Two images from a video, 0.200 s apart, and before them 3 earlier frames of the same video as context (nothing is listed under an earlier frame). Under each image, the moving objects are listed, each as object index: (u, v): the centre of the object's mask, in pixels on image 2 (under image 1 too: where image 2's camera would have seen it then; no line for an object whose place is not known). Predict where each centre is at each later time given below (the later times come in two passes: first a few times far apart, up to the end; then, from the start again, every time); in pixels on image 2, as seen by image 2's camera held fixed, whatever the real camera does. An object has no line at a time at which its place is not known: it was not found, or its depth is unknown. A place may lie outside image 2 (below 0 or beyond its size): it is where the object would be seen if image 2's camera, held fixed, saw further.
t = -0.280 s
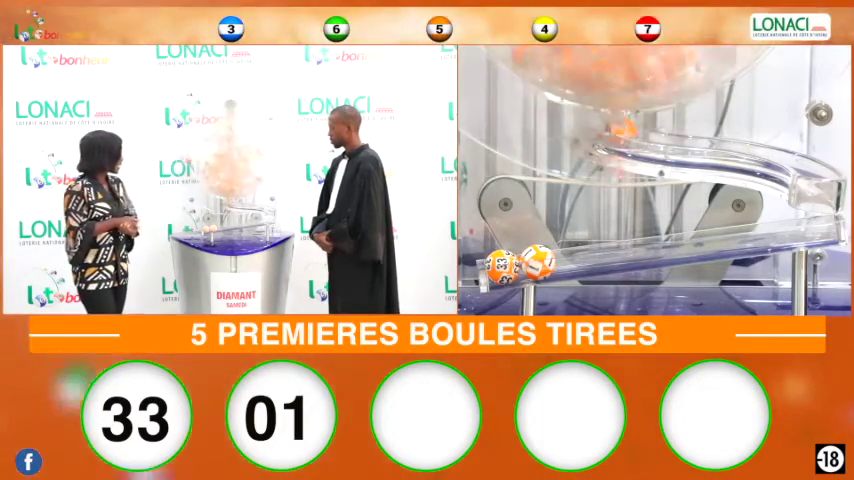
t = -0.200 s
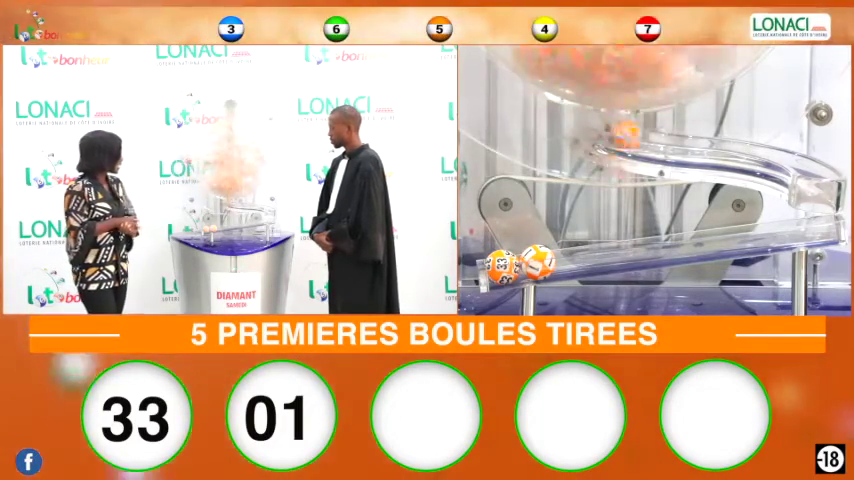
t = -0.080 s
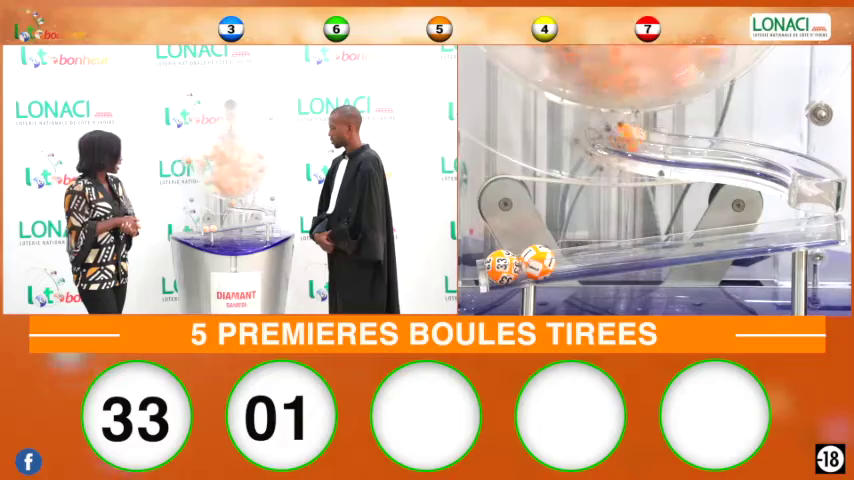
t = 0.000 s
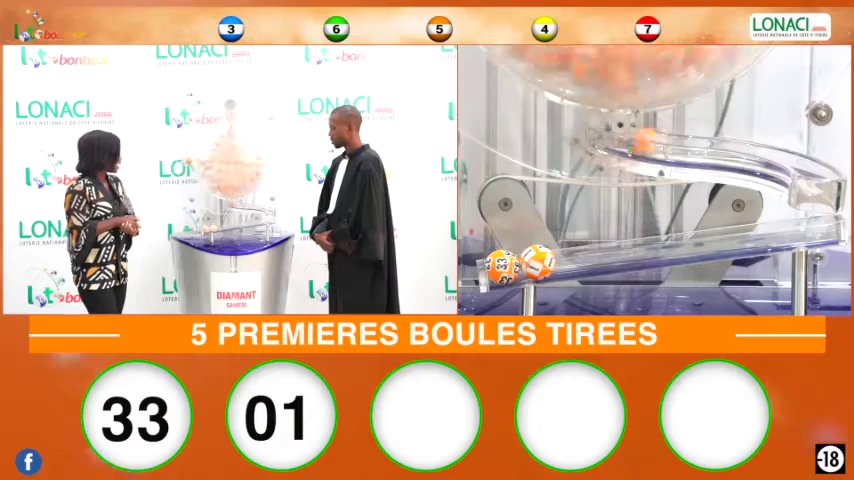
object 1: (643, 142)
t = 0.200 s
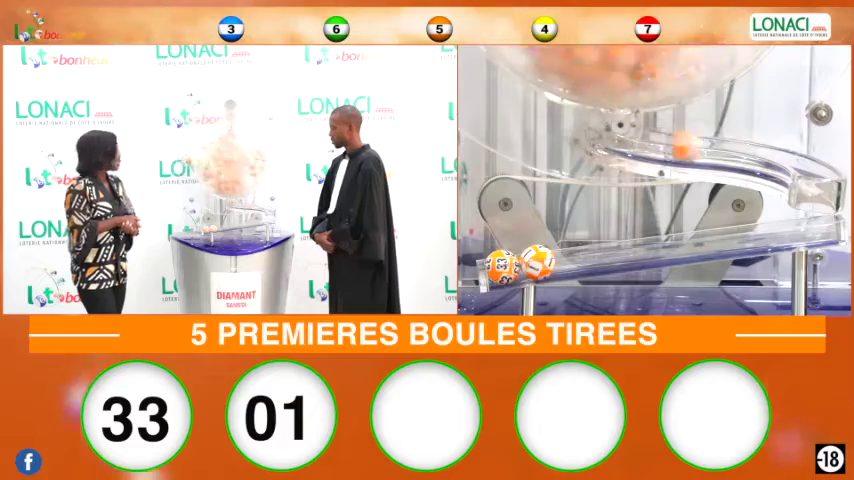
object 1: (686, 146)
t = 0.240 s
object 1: (696, 149)
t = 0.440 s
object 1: (753, 154)
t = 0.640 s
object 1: (811, 175)
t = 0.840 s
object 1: (817, 211)
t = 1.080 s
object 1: (793, 228)
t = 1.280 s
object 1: (752, 232)
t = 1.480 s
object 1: (686, 240)
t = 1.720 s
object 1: (579, 254)
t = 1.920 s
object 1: (594, 254)
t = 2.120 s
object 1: (588, 255)
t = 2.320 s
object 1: (574, 257)
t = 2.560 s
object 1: (573, 257)
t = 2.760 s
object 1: (573, 257)
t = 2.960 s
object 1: (573, 257)
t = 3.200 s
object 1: (573, 257)
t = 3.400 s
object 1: (573, 257)
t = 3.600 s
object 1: (573, 257)
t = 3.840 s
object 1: (573, 257)
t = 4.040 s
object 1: (573, 257)
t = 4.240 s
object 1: (573, 257)
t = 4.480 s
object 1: (573, 257)
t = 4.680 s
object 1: (573, 257)
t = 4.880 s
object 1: (573, 257)
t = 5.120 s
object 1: (573, 257)
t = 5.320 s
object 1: (573, 257)
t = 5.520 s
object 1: (573, 257)
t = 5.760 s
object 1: (573, 257)
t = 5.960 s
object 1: (573, 257)
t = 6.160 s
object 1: (573, 257)
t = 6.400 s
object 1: (573, 257)
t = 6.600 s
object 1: (573, 257)
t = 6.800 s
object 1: (573, 257)
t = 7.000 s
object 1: (573, 257)
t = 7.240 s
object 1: (573, 257)
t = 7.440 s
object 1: (573, 257)
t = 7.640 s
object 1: (573, 257)
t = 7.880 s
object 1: (573, 257)
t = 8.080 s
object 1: (573, 257)
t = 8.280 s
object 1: (573, 257)
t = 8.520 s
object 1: (573, 257)
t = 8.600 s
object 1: (573, 257)
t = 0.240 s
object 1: (696, 149)
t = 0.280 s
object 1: (705, 149)
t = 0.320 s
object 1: (715, 150)
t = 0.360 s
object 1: (729, 151)
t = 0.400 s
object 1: (741, 152)
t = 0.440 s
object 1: (753, 154)
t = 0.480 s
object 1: (768, 157)
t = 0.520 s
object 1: (779, 161)
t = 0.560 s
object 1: (789, 163)
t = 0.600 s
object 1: (803, 165)
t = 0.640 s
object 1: (811, 175)
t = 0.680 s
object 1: (817, 184)
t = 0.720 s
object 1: (817, 190)
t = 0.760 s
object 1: (818, 193)
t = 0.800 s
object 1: (815, 198)
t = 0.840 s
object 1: (817, 211)
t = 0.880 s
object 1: (814, 220)
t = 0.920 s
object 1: (809, 223)
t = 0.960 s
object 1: (807, 226)
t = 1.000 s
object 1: (804, 227)
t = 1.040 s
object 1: (799, 227)
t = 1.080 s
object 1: (793, 228)
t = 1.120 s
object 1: (786, 230)
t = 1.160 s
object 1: (779, 232)
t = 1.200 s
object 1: (771, 231)
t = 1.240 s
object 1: (761, 232)
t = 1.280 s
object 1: (752, 232)
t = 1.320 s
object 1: (740, 234)
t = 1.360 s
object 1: (729, 235)
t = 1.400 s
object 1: (715, 237)
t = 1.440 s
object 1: (702, 239)
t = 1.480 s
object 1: (686, 240)
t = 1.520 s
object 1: (671, 243)
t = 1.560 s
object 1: (654, 244)
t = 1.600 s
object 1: (636, 247)
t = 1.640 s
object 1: (617, 249)
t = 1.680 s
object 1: (598, 253)
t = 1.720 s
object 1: (579, 254)
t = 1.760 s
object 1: (579, 254)
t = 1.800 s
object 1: (586, 253)
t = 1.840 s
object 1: (590, 254)
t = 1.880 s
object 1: (592, 254)
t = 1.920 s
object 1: (594, 254)
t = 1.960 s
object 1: (594, 254)
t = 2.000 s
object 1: (593, 254)
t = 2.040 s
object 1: (592, 254)
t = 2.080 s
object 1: (591, 254)
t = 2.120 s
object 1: (588, 255)
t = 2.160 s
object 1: (583, 255)
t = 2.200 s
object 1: (578, 256)
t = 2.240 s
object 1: (574, 257)
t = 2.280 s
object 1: (574, 257)
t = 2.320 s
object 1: (574, 257)
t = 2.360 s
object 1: (573, 257)
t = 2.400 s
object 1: (573, 257)
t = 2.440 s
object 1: (573, 257)
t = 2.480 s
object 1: (573, 257)
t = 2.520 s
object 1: (573, 257)
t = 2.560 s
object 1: (573, 257)
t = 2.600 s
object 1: (573, 257)
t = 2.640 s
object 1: (573, 257)
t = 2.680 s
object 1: (573, 257)
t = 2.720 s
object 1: (573, 257)
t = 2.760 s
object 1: (573, 257)
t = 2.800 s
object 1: (573, 257)
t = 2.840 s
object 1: (573, 257)
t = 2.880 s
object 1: (573, 257)
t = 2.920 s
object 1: (573, 257)
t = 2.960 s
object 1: (573, 257)
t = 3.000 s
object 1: (573, 257)
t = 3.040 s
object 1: (573, 257)
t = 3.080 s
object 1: (573, 257)
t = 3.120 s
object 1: (573, 257)
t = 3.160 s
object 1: (573, 257)
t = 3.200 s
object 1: (573, 257)
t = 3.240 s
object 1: (573, 257)
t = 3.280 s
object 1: (573, 257)
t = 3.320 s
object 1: (573, 257)
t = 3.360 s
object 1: (573, 257)
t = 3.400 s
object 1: (573, 257)
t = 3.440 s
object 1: (573, 257)
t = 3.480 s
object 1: (573, 257)
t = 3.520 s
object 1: (573, 257)
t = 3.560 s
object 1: (573, 257)
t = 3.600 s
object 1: (573, 257)
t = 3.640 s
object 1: (573, 257)
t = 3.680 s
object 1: (573, 257)
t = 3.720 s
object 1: (573, 257)
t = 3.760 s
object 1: (573, 257)
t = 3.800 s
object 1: (573, 257)
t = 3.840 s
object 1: (573, 257)
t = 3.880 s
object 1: (573, 257)
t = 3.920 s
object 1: (573, 257)
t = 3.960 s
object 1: (573, 257)
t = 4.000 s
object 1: (573, 257)
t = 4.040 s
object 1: (573, 257)
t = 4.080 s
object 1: (573, 257)
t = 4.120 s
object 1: (573, 257)
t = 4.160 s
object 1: (573, 257)
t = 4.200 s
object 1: (573, 257)
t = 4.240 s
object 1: (573, 257)
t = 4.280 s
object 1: (573, 257)
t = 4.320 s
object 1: (573, 257)
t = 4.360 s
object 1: (573, 257)
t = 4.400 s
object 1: (573, 257)
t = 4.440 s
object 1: (573, 257)
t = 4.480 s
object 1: (573, 257)
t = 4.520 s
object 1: (573, 257)
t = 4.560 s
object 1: (573, 257)
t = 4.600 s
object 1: (573, 257)
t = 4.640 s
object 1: (573, 257)
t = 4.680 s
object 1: (573, 257)
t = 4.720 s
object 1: (573, 257)
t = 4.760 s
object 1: (573, 257)
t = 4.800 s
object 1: (573, 257)
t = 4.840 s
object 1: (573, 257)
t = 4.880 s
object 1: (573, 257)
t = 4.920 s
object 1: (573, 257)
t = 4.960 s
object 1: (573, 257)
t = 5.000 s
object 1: (573, 257)
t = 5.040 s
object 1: (573, 257)
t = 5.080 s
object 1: (573, 257)
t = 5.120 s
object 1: (573, 257)
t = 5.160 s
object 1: (573, 257)
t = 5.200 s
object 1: (573, 257)
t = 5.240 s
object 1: (573, 257)
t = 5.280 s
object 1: (573, 257)
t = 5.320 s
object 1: (573, 257)
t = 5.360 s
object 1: (573, 257)
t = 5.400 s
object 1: (573, 257)
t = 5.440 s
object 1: (573, 257)
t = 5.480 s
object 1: (573, 257)
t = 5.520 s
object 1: (573, 257)
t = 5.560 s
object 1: (573, 257)
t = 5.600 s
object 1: (573, 257)
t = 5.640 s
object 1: (573, 257)
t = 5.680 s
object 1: (573, 257)
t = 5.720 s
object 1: (573, 257)
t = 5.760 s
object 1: (573, 257)
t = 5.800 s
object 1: (573, 257)
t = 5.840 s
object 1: (573, 257)
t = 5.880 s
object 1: (573, 257)
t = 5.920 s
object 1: (573, 257)
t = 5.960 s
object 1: (573, 257)
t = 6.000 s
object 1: (573, 257)
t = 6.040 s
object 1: (573, 257)
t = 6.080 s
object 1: (573, 257)
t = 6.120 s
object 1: (573, 257)
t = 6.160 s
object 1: (573, 257)
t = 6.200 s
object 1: (573, 257)
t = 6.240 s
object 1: (573, 257)
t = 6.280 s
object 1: (573, 257)
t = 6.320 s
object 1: (573, 257)
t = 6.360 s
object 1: (573, 257)
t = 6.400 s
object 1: (573, 257)
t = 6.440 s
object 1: (573, 257)
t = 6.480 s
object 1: (573, 257)
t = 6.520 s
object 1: (573, 257)
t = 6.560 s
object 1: (573, 257)
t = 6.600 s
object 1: (573, 257)
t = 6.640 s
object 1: (573, 257)
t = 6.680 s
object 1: (573, 257)
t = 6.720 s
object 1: (573, 257)
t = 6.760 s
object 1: (573, 257)
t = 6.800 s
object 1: (573, 257)
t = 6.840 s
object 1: (573, 257)
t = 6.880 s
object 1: (573, 257)
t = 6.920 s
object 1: (573, 257)
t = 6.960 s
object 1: (573, 257)
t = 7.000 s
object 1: (573, 257)
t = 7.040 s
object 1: (573, 257)
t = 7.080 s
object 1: (573, 257)
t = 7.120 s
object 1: (573, 257)
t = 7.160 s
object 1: (573, 257)
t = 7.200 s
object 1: (573, 257)
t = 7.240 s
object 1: (573, 257)
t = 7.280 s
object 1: (573, 257)
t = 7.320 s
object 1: (573, 257)
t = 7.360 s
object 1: (573, 257)
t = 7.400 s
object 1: (573, 257)
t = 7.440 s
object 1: (573, 257)
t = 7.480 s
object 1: (573, 257)
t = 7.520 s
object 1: (573, 257)
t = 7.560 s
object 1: (573, 257)
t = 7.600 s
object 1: (573, 257)
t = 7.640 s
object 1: (573, 257)
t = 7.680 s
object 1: (573, 257)
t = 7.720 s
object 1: (573, 257)
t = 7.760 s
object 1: (573, 257)
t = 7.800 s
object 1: (573, 257)
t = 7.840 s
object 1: (573, 257)
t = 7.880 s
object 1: (573, 257)
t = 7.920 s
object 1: (573, 257)
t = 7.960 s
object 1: (573, 257)
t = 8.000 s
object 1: (573, 257)
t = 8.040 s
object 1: (573, 257)
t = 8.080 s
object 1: (573, 257)
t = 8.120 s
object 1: (573, 257)
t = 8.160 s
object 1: (573, 257)
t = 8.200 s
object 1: (573, 257)
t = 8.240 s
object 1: (573, 257)
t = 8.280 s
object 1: (573, 257)
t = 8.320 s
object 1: (573, 257)
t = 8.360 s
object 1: (573, 257)
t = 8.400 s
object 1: (573, 257)
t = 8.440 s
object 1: (573, 257)
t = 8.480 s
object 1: (573, 257)
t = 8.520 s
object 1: (573, 257)
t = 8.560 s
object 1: (573, 257)
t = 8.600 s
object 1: (573, 257)
